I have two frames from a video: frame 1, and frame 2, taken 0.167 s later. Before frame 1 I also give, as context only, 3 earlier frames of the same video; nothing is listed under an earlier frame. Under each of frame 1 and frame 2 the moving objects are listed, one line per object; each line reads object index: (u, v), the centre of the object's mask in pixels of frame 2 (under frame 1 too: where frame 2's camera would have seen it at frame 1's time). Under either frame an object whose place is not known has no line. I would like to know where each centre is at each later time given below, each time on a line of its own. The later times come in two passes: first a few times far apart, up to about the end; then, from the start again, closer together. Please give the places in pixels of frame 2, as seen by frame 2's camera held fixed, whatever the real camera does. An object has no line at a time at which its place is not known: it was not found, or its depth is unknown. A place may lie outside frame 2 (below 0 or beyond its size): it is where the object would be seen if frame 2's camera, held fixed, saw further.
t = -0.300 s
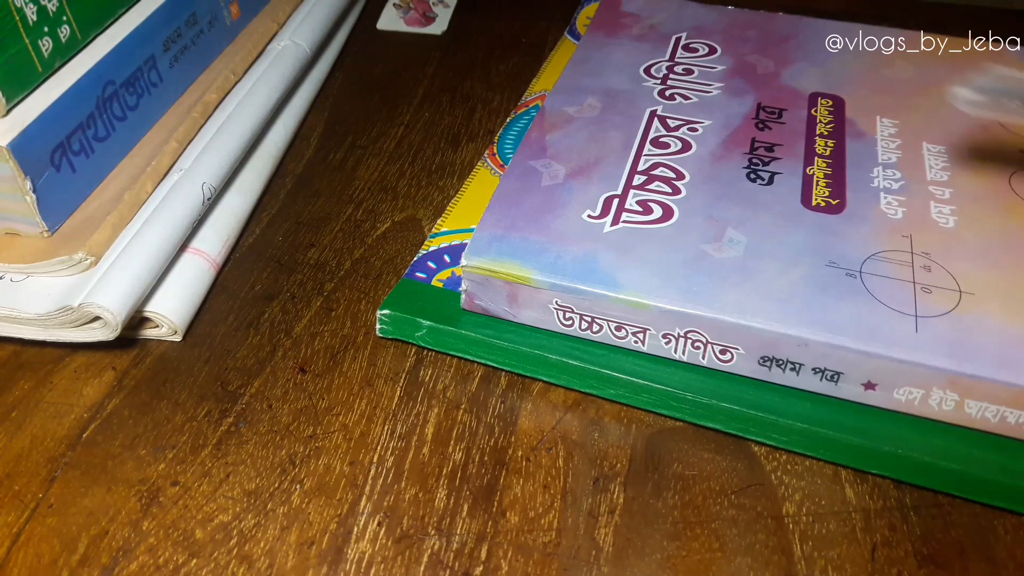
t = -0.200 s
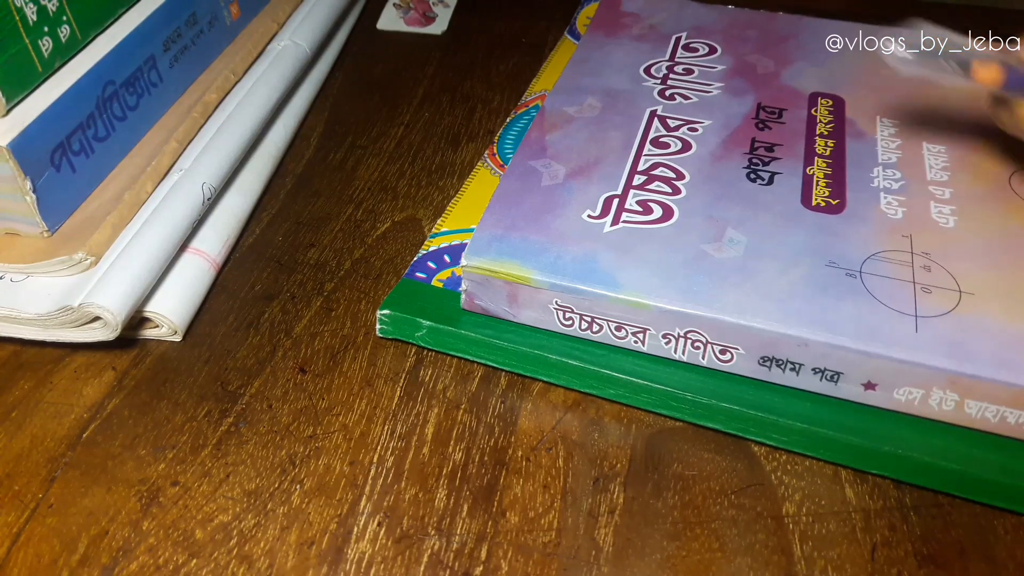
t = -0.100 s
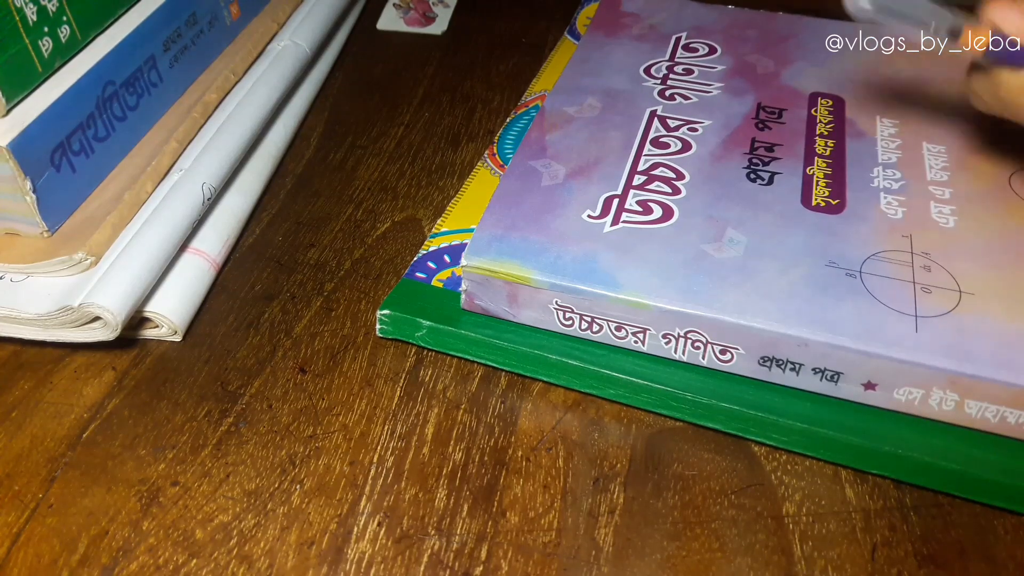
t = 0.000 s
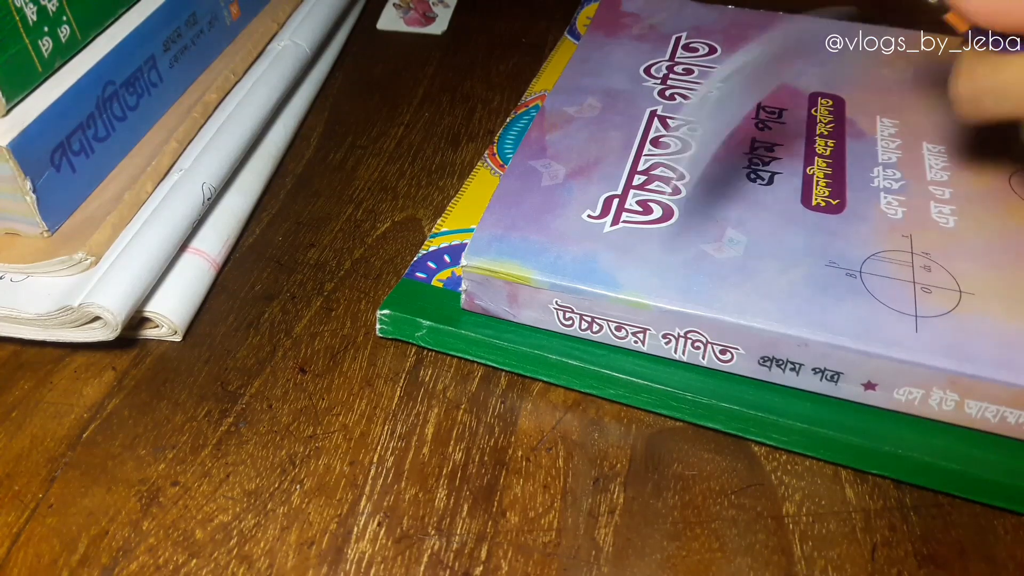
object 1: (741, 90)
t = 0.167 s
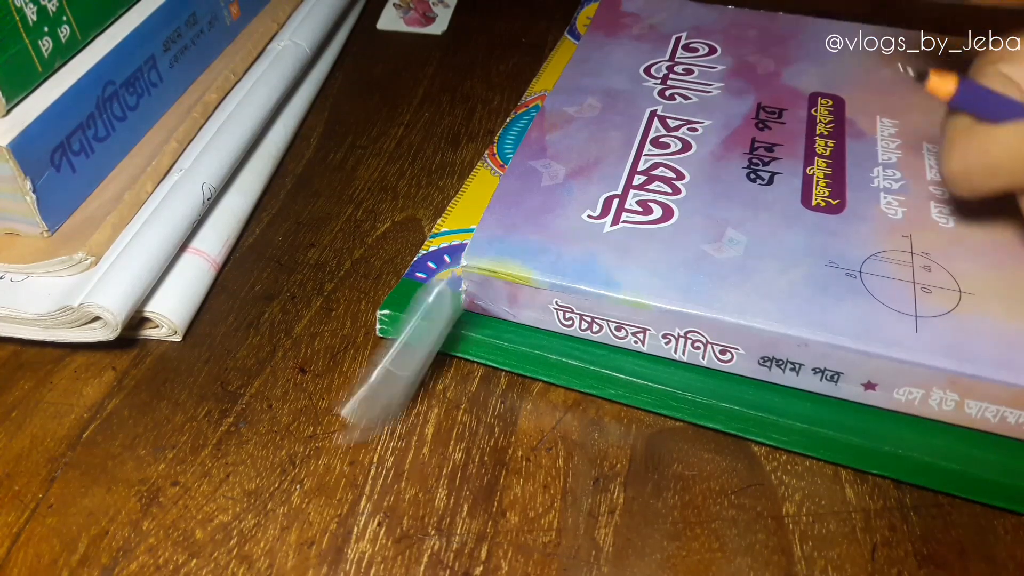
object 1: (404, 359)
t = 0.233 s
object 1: (336, 406)
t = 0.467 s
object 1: (297, 446)
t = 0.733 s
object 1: (297, 447)
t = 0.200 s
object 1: (369, 372)
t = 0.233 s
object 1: (336, 406)
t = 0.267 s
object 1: (322, 423)
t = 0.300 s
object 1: (311, 433)
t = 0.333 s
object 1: (302, 441)
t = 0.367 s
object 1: (299, 445)
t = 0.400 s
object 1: (298, 447)
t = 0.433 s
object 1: (297, 446)
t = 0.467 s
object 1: (297, 446)
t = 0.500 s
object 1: (297, 446)
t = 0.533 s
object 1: (297, 446)
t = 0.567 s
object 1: (297, 446)
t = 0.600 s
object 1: (297, 446)
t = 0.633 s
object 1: (297, 446)
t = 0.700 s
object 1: (297, 446)
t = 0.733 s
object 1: (297, 447)
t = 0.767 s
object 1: (297, 446)
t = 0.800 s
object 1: (297, 446)
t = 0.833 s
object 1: (297, 446)
